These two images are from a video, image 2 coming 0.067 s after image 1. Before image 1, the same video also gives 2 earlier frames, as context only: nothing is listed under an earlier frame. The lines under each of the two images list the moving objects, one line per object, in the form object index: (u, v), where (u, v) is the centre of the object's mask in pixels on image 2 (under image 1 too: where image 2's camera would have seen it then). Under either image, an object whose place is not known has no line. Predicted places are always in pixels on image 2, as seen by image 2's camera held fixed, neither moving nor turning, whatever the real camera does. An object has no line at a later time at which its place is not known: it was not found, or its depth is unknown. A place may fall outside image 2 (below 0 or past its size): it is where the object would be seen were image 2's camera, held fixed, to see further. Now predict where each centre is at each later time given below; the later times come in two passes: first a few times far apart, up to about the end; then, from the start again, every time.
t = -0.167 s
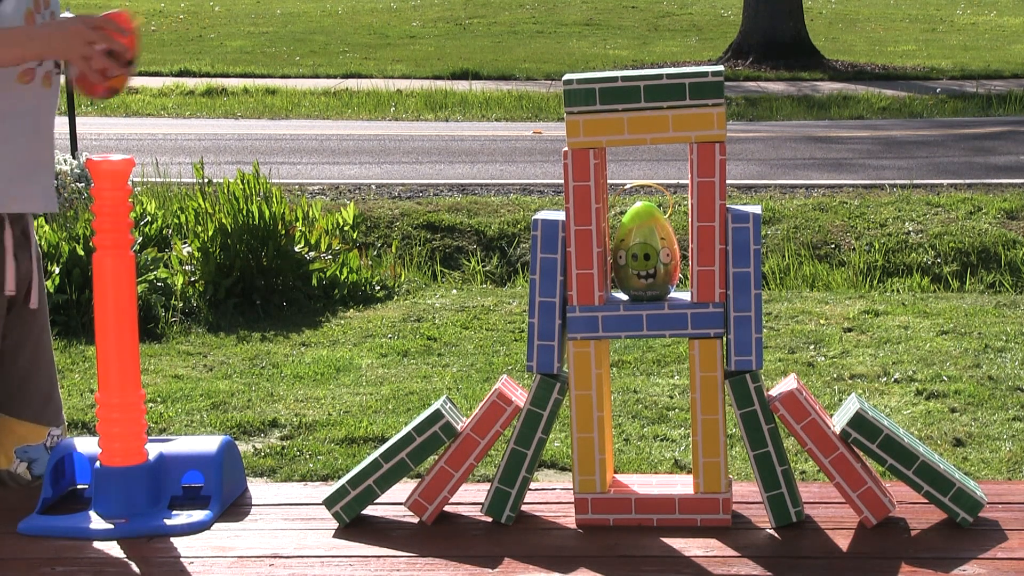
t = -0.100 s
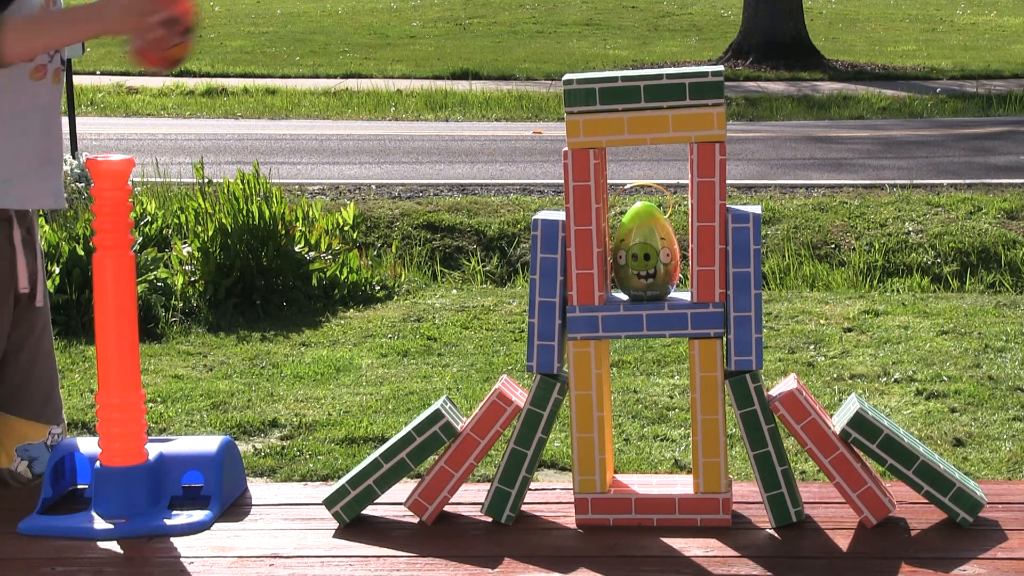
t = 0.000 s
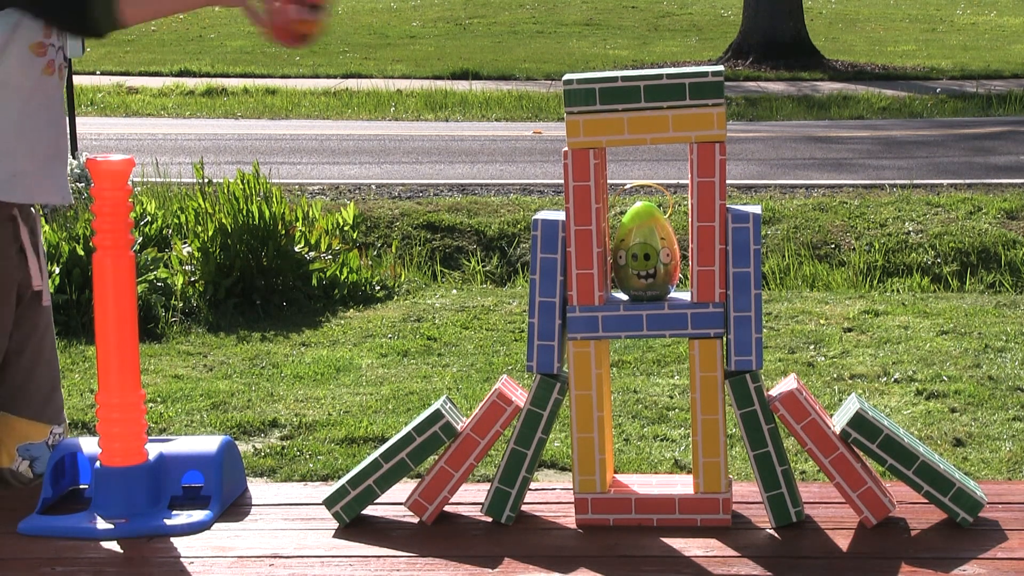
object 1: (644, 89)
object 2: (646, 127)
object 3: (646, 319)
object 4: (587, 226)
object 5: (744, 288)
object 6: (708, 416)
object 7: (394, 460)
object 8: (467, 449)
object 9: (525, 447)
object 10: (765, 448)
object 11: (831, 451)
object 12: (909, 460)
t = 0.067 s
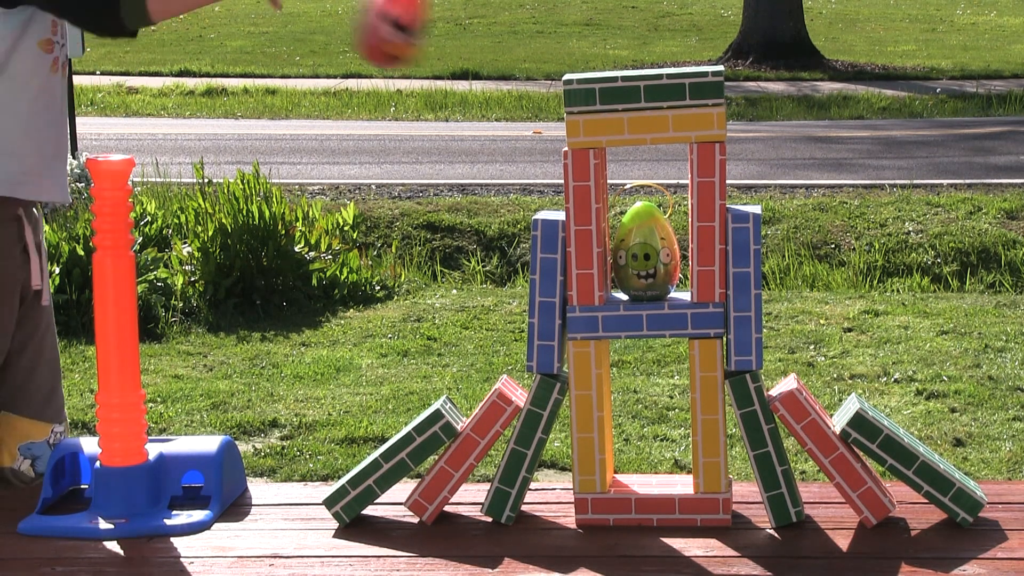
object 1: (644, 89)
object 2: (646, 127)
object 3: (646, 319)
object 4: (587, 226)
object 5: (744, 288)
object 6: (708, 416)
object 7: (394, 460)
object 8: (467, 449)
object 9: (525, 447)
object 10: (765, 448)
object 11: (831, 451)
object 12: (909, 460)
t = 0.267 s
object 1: (696, 86)
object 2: (723, 124)
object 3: (653, 318)
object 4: (627, 222)
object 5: (760, 288)
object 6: (710, 416)
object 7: (390, 458)
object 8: (461, 447)
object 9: (520, 446)
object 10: (767, 447)
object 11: (832, 450)
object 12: (910, 460)
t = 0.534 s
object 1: (853, 215)
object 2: (892, 275)
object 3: (657, 316)
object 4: (679, 251)
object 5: (852, 368)
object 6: (710, 416)
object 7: (379, 466)
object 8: (460, 455)
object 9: (531, 445)
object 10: (766, 444)
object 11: (838, 455)
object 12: (913, 460)
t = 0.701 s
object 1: (974, 364)
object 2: (994, 423)
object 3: (600, 316)
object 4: (686, 321)
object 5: (882, 425)
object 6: (650, 414)
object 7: (350, 470)
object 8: (429, 479)
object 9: (525, 443)
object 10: (718, 448)
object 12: (931, 486)
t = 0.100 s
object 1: (644, 89)
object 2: (646, 127)
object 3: (646, 319)
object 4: (587, 226)
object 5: (744, 288)
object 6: (708, 416)
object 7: (394, 460)
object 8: (467, 449)
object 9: (525, 447)
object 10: (765, 448)
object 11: (831, 451)
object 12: (909, 460)
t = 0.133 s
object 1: (644, 89)
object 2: (646, 127)
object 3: (646, 319)
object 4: (587, 226)
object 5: (744, 288)
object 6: (708, 416)
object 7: (394, 460)
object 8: (467, 449)
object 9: (525, 447)
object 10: (765, 448)
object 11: (831, 451)
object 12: (909, 460)
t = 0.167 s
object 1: (645, 89)
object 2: (647, 128)
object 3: (646, 319)
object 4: (587, 227)
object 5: (744, 288)
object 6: (708, 416)
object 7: (394, 460)
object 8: (467, 450)
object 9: (525, 447)
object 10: (765, 448)
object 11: (831, 451)
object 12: (909, 460)
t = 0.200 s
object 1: (661, 87)
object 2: (671, 125)
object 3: (646, 319)
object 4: (599, 223)
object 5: (746, 288)
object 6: (708, 416)
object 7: (394, 460)
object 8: (467, 450)
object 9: (525, 447)
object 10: (765, 448)
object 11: (831, 451)
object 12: (909, 460)
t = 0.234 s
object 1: (679, 86)
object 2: (699, 125)
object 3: (646, 318)
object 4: (617, 222)
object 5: (749, 289)
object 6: (709, 416)
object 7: (393, 460)
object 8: (466, 448)
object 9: (524, 447)
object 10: (765, 448)
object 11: (831, 451)
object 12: (909, 460)
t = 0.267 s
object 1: (696, 86)
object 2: (723, 124)
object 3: (653, 318)
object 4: (627, 222)
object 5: (760, 288)
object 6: (710, 416)
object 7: (390, 458)
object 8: (461, 447)
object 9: (520, 446)
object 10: (767, 447)
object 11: (832, 450)
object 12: (910, 460)
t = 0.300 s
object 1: (716, 88)
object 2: (744, 126)
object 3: (659, 318)
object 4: (637, 223)
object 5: (772, 287)
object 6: (713, 415)
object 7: (387, 458)
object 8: (458, 446)
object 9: (517, 444)
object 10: (768, 447)
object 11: (834, 449)
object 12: (911, 459)
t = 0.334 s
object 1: (734, 91)
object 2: (767, 128)
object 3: (662, 317)
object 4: (647, 225)
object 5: (782, 287)
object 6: (714, 415)
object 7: (384, 458)
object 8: (456, 446)
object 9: (516, 442)
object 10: (770, 446)
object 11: (835, 449)
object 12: (913, 459)
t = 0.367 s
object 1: (754, 98)
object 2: (789, 134)
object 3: (664, 317)
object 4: (658, 228)
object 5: (793, 289)
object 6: (715, 415)
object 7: (382, 459)
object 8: (456, 446)
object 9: (516, 442)
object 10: (770, 445)
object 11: (835, 449)
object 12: (913, 459)
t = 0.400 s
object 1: (774, 112)
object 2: (811, 147)
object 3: (664, 317)
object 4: (665, 232)
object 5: (807, 294)
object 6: (715, 415)
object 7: (381, 460)
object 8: (457, 446)
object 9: (517, 442)
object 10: (770, 445)
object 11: (835, 449)
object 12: (913, 459)
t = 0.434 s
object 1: (795, 133)
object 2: (834, 168)
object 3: (662, 317)
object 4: (671, 236)
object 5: (820, 309)
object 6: (715, 415)
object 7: (381, 462)
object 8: (459, 446)
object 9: (519, 442)
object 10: (770, 445)
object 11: (835, 449)
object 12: (913, 459)
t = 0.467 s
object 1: (819, 157)
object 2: (846, 196)
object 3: (661, 316)
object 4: (675, 238)
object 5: (832, 330)
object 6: (714, 416)
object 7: (381, 463)
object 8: (462, 448)
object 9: (523, 443)
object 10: (769, 444)
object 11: (837, 453)
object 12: (913, 459)
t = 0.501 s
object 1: (835, 181)
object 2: (865, 229)
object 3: (659, 316)
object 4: (678, 242)
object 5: (842, 347)
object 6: (713, 416)
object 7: (380, 464)
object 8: (462, 451)
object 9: (528, 444)
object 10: (768, 444)
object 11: (838, 454)
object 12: (913, 459)
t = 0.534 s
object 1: (853, 215)
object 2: (892, 275)
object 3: (657, 316)
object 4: (679, 251)
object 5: (852, 368)
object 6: (710, 416)
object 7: (379, 466)
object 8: (460, 455)
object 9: (531, 445)
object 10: (766, 444)
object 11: (838, 455)
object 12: (913, 460)
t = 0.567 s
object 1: (873, 257)
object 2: (911, 320)
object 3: (655, 316)
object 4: (682, 262)
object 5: (854, 392)
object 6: (705, 416)
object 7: (377, 465)
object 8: (455, 457)
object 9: (531, 446)
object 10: (761, 445)
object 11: (838, 458)
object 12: (917, 465)
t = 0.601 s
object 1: (898, 291)
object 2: (936, 365)
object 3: (642, 320)
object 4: (687, 279)
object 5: (875, 411)
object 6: (693, 415)
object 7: (374, 467)
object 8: (450, 462)
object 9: (531, 445)
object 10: (749, 445)
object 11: (831, 461)
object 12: (924, 474)
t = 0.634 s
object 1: (932, 322)
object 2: (960, 391)
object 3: (626, 321)
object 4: (687, 291)
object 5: (892, 429)
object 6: (674, 411)
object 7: (368, 468)
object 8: (444, 468)
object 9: (532, 444)
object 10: (734, 445)
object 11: (821, 465)
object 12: (925, 478)
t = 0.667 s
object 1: (956, 346)
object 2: (972, 407)
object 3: (612, 319)
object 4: (687, 302)
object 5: (886, 422)
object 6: (659, 411)
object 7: (360, 468)
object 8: (436, 474)
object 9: (530, 444)
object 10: (723, 446)
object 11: (819, 473)
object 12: (927, 483)
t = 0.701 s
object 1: (974, 364)
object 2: (994, 423)
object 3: (600, 316)
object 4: (686, 321)
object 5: (882, 425)
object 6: (650, 414)
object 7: (350, 470)
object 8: (429, 479)
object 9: (525, 443)
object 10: (718, 448)
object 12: (931, 486)
